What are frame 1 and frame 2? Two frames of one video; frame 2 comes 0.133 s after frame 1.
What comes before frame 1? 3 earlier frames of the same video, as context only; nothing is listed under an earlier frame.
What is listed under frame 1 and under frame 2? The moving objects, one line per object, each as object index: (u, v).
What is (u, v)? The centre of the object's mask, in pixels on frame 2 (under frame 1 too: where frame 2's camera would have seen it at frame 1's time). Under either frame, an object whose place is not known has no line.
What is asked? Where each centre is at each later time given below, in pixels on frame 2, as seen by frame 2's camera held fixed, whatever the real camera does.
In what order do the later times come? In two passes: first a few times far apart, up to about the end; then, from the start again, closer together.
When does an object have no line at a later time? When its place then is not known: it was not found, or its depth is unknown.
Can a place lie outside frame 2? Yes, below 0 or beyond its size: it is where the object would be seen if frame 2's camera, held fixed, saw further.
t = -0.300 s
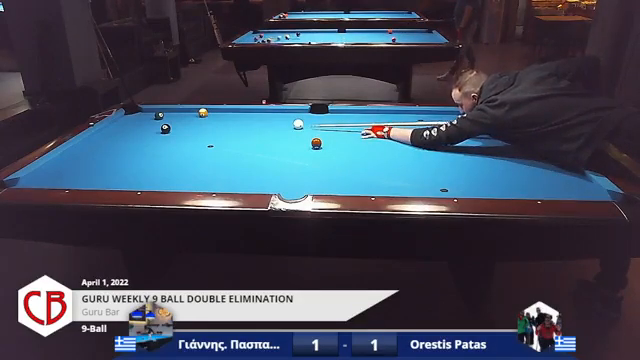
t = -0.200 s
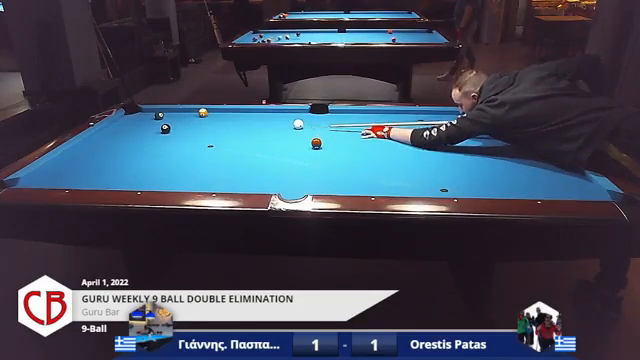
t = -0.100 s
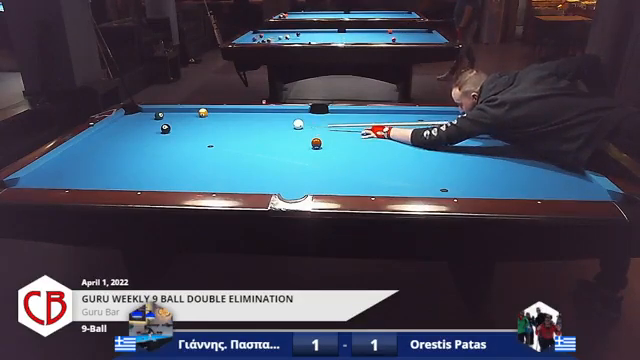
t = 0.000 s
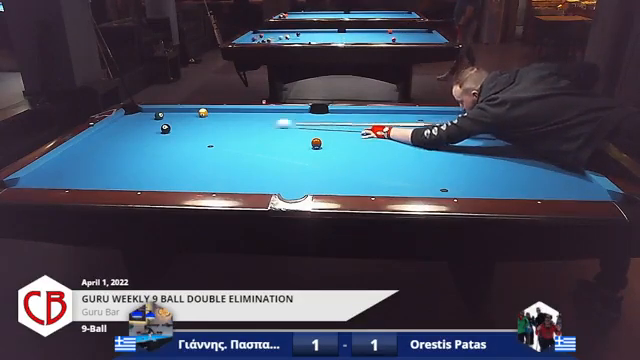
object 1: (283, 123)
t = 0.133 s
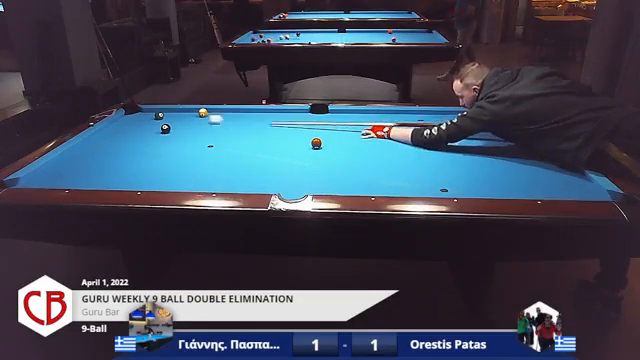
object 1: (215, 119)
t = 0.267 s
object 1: (161, 116)
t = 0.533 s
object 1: (121, 126)
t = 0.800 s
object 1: (108, 133)
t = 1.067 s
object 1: (114, 141)
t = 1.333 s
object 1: (122, 149)
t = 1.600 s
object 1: (129, 159)
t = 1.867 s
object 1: (136, 167)
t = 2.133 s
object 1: (145, 178)
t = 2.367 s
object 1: (157, 183)
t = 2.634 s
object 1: (178, 180)
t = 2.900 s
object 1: (197, 176)
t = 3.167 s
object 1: (215, 172)
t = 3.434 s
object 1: (231, 168)
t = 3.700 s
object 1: (245, 164)
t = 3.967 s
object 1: (258, 161)
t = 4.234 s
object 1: (269, 159)
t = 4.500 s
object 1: (279, 156)
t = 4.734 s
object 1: (287, 154)
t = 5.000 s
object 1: (295, 152)
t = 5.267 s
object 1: (302, 150)
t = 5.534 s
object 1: (307, 149)
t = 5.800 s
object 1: (312, 148)
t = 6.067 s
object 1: (316, 147)
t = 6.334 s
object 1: (319, 147)
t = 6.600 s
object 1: (321, 147)
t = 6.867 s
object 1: (321, 147)
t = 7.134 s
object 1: (322, 147)
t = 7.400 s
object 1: (322, 147)
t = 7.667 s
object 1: (321, 146)
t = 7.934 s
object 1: (321, 147)
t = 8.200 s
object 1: (321, 147)
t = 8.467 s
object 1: (321, 147)
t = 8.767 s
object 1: (321, 147)
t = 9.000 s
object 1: (321, 147)
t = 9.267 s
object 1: (321, 147)
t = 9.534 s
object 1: (322, 147)
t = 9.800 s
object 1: (321, 147)
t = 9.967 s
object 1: (321, 147)
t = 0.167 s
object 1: (199, 118)
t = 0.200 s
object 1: (185, 117)
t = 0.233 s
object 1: (171, 116)
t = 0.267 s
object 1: (161, 116)
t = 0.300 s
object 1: (157, 118)
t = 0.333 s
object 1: (152, 119)
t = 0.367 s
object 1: (147, 120)
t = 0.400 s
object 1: (142, 121)
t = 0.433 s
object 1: (136, 122)
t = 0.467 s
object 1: (132, 123)
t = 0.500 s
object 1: (126, 124)
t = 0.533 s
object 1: (121, 126)
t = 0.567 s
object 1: (116, 127)
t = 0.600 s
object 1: (111, 127)
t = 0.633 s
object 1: (105, 129)
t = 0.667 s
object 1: (104, 129)
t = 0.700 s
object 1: (105, 130)
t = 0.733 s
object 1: (106, 131)
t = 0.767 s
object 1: (107, 132)
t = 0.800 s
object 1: (108, 133)
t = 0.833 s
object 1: (108, 134)
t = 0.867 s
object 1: (109, 135)
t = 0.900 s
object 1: (110, 136)
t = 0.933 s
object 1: (111, 137)
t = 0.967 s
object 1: (112, 138)
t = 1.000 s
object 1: (112, 139)
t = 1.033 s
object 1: (113, 140)
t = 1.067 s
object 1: (114, 141)
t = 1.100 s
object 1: (115, 142)
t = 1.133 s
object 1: (116, 143)
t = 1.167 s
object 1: (117, 144)
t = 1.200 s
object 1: (118, 145)
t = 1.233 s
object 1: (119, 146)
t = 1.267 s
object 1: (120, 147)
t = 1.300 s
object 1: (121, 148)
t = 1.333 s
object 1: (122, 149)
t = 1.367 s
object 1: (122, 151)
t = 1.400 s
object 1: (123, 152)
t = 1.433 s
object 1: (124, 153)
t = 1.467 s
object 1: (125, 154)
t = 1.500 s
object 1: (126, 155)
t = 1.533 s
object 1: (127, 156)
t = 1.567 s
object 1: (128, 157)
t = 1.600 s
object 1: (129, 159)
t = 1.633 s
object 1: (130, 160)
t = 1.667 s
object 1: (131, 161)
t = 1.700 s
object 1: (132, 162)
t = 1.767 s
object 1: (133, 163)
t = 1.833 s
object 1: (135, 166)
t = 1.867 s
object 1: (136, 167)
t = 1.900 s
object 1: (138, 169)
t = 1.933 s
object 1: (139, 171)
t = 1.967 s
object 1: (139, 172)
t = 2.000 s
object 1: (140, 173)
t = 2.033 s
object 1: (141, 174)
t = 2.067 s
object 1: (142, 176)
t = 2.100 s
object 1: (144, 177)
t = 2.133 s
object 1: (145, 178)
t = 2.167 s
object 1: (146, 180)
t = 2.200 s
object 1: (148, 181)
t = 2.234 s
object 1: (149, 182)
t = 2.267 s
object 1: (151, 183)
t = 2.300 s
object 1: (152, 183)
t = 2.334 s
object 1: (153, 184)
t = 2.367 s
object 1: (157, 183)
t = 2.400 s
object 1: (159, 183)
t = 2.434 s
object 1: (162, 182)
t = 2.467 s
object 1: (165, 182)
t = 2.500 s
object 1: (167, 182)
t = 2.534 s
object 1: (170, 181)
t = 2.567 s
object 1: (173, 181)
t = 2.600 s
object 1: (176, 181)
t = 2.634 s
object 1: (178, 180)
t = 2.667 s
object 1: (180, 180)
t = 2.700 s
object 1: (183, 180)
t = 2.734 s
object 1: (185, 180)
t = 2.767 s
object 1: (188, 179)
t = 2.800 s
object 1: (190, 178)
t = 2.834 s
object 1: (193, 177)
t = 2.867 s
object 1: (195, 176)
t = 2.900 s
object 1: (197, 176)
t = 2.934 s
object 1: (200, 175)
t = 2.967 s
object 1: (202, 175)
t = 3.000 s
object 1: (204, 174)
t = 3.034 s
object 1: (207, 174)
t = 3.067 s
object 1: (209, 173)
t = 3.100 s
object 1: (211, 173)
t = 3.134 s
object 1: (213, 172)
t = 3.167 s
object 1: (215, 172)
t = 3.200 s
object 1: (217, 171)
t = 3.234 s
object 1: (219, 171)
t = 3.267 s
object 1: (221, 170)
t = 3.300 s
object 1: (223, 170)
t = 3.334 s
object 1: (225, 170)
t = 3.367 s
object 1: (227, 169)
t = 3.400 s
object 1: (229, 169)
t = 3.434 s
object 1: (231, 168)
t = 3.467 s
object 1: (233, 168)
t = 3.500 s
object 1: (235, 167)
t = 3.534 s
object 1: (237, 167)
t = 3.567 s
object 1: (238, 166)
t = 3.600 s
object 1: (240, 166)
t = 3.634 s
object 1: (242, 166)
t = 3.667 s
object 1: (244, 165)
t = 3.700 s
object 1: (245, 164)
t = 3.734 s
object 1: (247, 164)
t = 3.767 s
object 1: (249, 164)
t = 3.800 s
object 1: (250, 163)
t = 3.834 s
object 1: (252, 163)
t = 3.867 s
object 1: (253, 163)
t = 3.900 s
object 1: (255, 162)
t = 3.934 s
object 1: (257, 162)
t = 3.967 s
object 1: (258, 161)
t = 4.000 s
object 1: (259, 161)
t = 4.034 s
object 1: (261, 161)
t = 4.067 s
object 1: (262, 160)
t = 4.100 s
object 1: (264, 160)
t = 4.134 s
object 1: (265, 160)
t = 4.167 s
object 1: (266, 159)
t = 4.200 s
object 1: (268, 159)
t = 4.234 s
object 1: (269, 159)
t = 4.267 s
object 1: (270, 158)
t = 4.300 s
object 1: (272, 158)
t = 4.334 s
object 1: (273, 158)
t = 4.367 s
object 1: (274, 157)
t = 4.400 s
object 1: (276, 157)
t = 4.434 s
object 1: (277, 157)
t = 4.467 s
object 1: (278, 156)
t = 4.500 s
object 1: (279, 156)
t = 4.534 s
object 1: (280, 156)
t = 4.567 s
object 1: (281, 156)
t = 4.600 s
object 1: (283, 155)
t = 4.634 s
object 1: (284, 155)
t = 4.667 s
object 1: (285, 155)
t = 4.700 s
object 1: (286, 155)
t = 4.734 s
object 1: (287, 154)
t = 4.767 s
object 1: (288, 154)
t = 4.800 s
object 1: (289, 154)
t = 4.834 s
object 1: (290, 153)
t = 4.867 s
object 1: (291, 153)
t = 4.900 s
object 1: (292, 153)
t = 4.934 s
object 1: (293, 153)
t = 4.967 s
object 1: (294, 152)
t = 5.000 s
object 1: (295, 152)
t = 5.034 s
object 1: (296, 152)
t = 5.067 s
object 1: (297, 152)
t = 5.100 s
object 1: (298, 151)
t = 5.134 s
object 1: (298, 151)
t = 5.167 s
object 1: (299, 151)
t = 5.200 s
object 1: (300, 151)
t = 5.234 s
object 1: (301, 151)
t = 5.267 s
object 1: (302, 150)
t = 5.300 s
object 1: (302, 150)
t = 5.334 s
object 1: (303, 150)
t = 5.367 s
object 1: (304, 150)
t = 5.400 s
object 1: (304, 150)
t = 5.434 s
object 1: (305, 150)
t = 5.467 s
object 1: (306, 150)
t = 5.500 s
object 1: (307, 150)
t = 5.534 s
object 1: (307, 149)
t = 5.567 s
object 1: (308, 149)
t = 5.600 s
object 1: (309, 149)
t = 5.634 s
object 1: (309, 149)
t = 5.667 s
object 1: (310, 149)
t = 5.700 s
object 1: (311, 149)
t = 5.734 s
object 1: (311, 149)
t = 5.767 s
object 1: (312, 149)
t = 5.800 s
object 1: (312, 148)
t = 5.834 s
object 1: (313, 148)
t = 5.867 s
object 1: (313, 148)
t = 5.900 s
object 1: (314, 148)
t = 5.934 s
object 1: (314, 148)
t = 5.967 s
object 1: (315, 147)
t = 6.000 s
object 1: (315, 148)
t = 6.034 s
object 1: (316, 148)
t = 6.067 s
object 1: (316, 147)
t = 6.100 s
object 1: (316, 147)
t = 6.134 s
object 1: (317, 147)
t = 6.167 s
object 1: (317, 147)
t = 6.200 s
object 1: (318, 147)
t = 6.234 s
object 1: (318, 147)
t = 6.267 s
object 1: (318, 147)
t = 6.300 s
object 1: (319, 147)
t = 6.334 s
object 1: (319, 147)
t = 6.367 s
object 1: (319, 147)
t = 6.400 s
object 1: (319, 147)
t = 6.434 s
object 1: (320, 147)
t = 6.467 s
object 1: (320, 147)
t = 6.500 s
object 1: (320, 147)
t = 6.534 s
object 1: (320, 147)
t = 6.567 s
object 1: (321, 146)
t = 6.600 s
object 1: (321, 147)
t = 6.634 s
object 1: (321, 146)
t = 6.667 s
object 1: (321, 147)
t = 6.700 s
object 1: (321, 146)
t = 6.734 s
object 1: (321, 147)
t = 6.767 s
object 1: (321, 147)
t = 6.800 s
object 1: (321, 147)
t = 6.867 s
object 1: (321, 147)
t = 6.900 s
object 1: (321, 147)
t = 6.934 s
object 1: (322, 147)
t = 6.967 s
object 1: (321, 147)
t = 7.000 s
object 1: (322, 147)
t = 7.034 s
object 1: (322, 147)
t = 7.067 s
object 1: (322, 147)
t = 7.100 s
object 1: (322, 147)
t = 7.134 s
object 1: (322, 147)
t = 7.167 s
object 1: (322, 147)
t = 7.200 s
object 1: (321, 147)
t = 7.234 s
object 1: (321, 147)
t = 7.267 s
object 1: (322, 147)
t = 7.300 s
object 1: (322, 147)
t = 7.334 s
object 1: (322, 147)
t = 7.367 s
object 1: (322, 147)
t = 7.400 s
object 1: (322, 147)
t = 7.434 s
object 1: (321, 147)
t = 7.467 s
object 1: (322, 147)
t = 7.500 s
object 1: (322, 147)
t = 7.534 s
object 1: (322, 147)
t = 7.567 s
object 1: (321, 147)
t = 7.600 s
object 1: (322, 147)
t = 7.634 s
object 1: (322, 147)
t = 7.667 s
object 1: (321, 146)
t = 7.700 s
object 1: (322, 147)
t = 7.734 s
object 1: (321, 147)
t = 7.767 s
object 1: (322, 147)
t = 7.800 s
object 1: (322, 147)
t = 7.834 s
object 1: (322, 147)
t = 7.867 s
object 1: (321, 147)
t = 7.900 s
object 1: (321, 147)
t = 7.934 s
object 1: (321, 147)
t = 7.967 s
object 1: (322, 147)
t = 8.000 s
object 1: (321, 147)
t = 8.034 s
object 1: (322, 147)
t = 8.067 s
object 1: (321, 147)
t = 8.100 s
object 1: (322, 147)
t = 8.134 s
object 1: (321, 147)
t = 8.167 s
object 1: (322, 147)
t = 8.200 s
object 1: (321, 147)
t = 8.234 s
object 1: (322, 147)
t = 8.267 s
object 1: (321, 147)
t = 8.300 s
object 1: (322, 147)
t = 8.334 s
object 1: (321, 147)
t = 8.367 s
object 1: (322, 147)
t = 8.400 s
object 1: (321, 147)
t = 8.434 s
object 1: (322, 147)
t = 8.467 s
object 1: (321, 147)
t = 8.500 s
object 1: (322, 147)
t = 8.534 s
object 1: (321, 147)
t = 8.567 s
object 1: (322, 147)
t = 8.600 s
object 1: (322, 147)
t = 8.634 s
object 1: (321, 147)
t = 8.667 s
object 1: (321, 147)
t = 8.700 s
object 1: (321, 147)
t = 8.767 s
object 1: (321, 147)
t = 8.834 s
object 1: (321, 147)
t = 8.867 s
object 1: (321, 147)
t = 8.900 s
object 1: (321, 147)
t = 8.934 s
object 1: (321, 147)
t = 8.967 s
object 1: (321, 147)
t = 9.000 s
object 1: (321, 147)
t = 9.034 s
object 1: (321, 147)
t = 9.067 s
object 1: (321, 147)
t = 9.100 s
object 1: (321, 147)
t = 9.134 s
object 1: (321, 147)
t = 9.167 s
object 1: (321, 147)
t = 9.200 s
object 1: (321, 147)
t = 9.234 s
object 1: (321, 147)
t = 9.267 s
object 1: (321, 147)
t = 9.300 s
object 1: (321, 147)
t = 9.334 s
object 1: (321, 147)
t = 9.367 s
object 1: (321, 147)
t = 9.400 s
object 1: (321, 147)
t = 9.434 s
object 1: (321, 147)
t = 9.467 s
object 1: (321, 147)
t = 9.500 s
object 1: (321, 147)
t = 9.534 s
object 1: (322, 147)
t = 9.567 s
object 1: (321, 147)
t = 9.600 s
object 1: (321, 147)
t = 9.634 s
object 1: (322, 147)
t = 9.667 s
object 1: (321, 147)
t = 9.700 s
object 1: (322, 147)
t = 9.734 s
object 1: (321, 147)
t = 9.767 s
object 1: (321, 147)
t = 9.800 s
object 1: (321, 147)
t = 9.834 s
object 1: (321, 147)
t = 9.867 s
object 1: (321, 147)
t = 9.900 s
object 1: (321, 147)
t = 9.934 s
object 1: (321, 147)
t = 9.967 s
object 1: (321, 147)
